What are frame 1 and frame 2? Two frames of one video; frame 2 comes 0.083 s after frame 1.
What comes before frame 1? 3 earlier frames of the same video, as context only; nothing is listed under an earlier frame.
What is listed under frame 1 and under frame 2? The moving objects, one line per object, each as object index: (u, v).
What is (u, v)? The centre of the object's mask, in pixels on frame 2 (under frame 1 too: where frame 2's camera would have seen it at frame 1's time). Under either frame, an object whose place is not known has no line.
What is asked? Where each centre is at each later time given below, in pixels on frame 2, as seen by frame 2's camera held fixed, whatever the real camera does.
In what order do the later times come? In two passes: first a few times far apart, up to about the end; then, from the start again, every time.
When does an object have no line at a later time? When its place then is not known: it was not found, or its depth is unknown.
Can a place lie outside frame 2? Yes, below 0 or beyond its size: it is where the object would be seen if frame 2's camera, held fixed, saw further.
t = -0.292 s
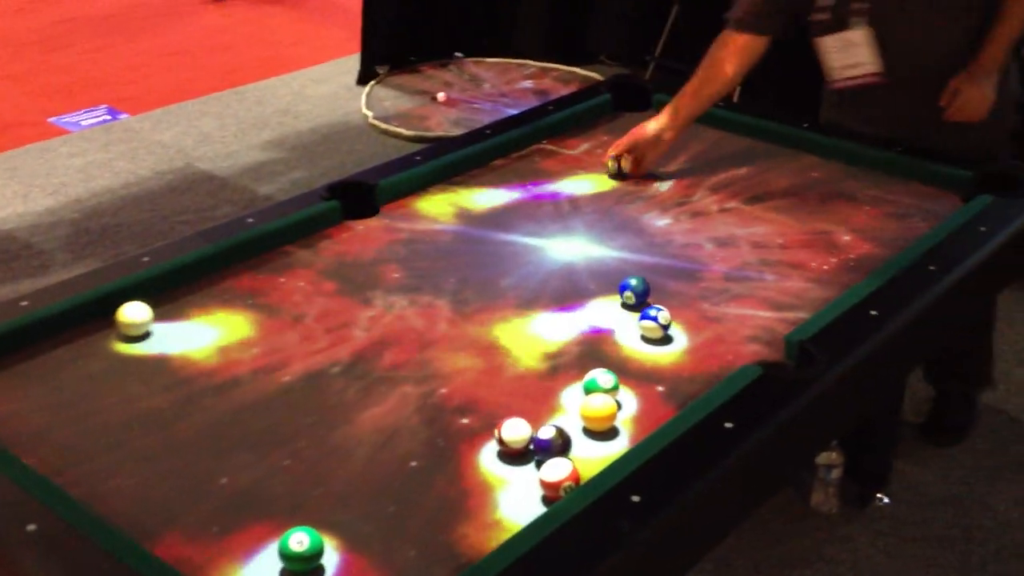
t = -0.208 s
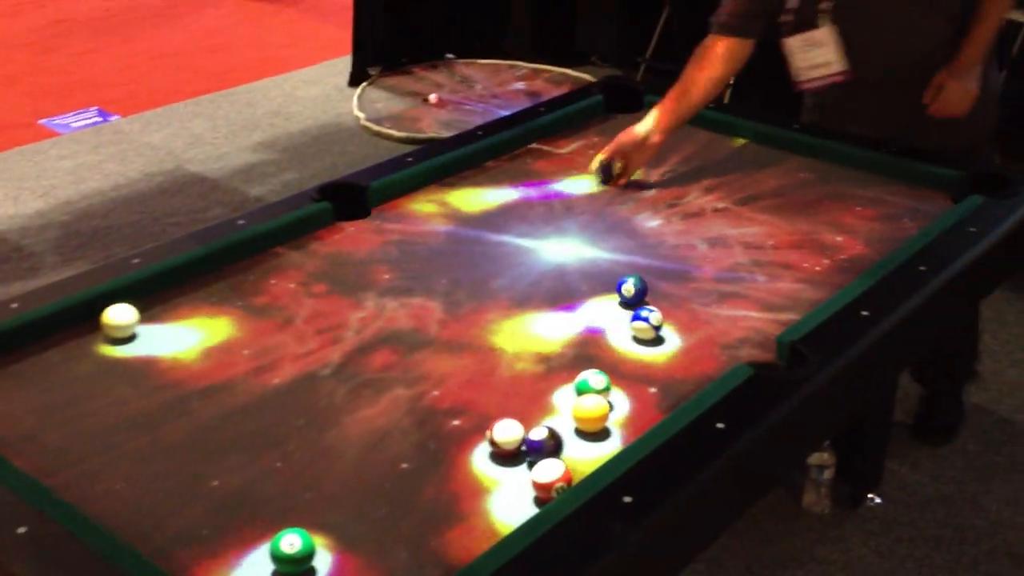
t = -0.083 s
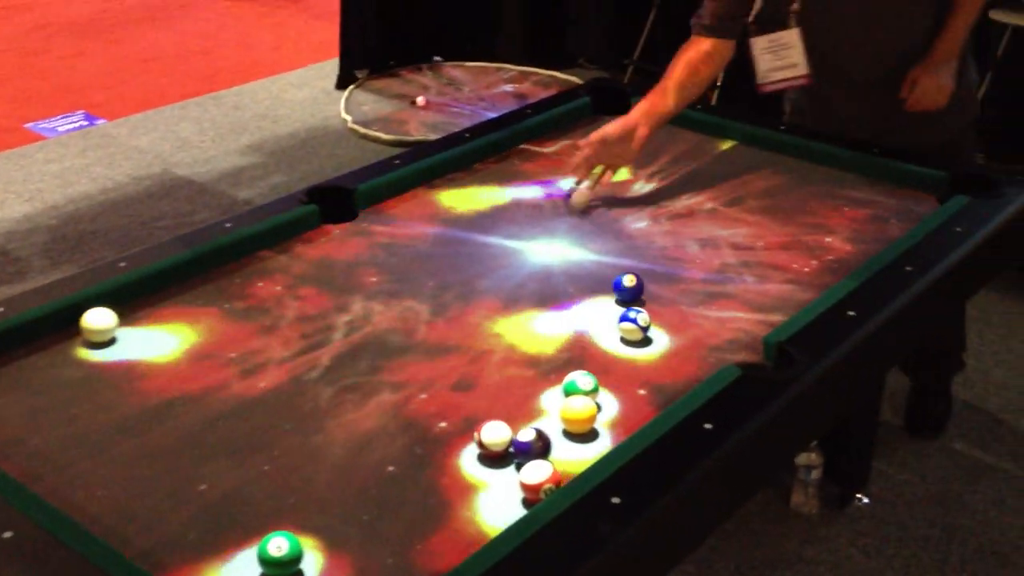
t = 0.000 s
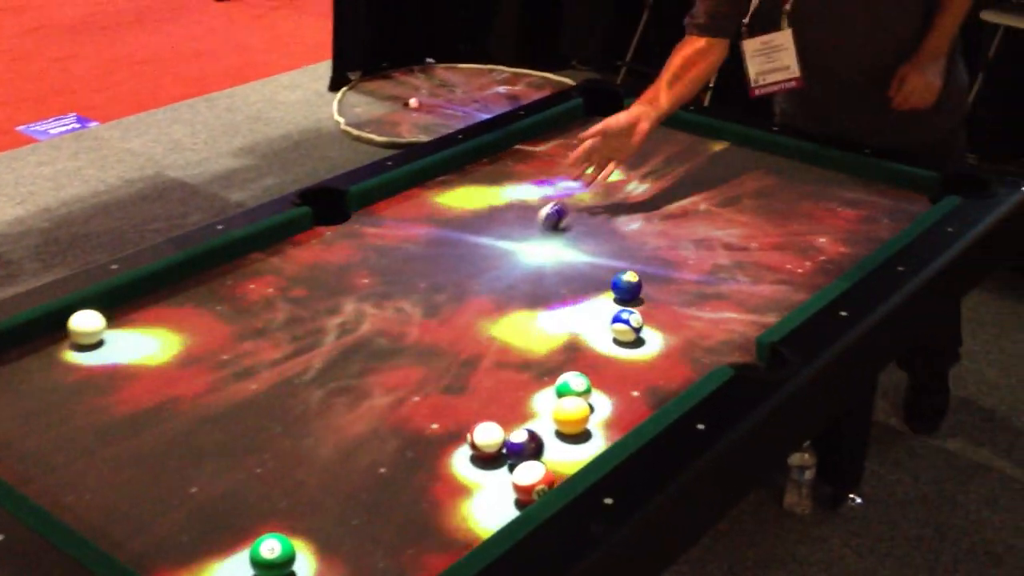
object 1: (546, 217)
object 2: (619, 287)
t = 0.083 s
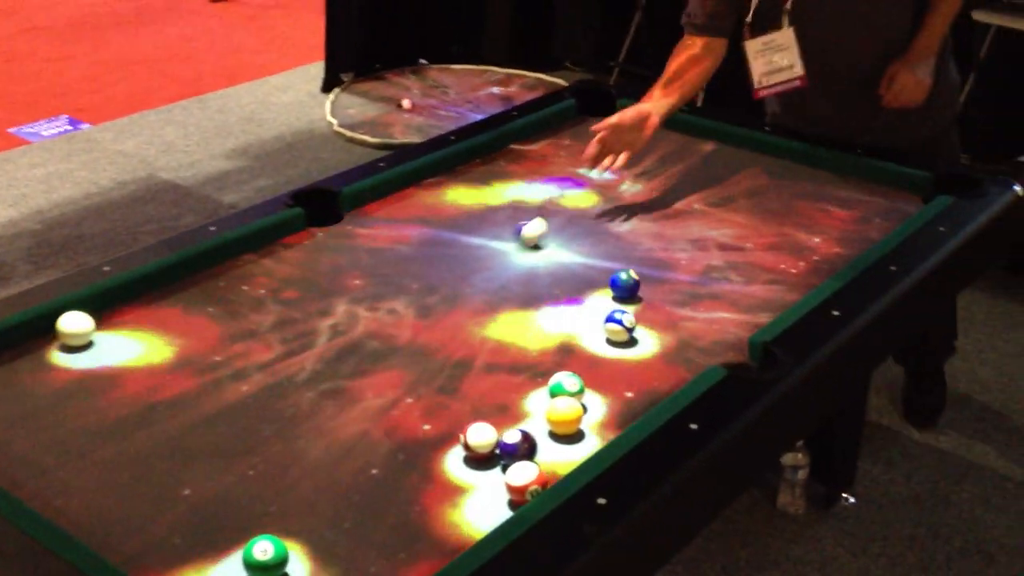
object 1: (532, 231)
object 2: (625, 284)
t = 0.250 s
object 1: (493, 268)
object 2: (634, 281)
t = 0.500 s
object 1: (427, 329)
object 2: (647, 274)
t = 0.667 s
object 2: (656, 269)
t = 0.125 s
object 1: (521, 242)
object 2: (628, 284)
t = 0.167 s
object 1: (511, 250)
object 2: (629, 283)
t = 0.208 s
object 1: (503, 262)
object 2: (632, 281)
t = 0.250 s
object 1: (493, 268)
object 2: (634, 281)
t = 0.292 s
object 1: (482, 280)
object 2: (636, 280)
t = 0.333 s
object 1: (471, 289)
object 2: (638, 278)
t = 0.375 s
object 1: (462, 300)
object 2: (640, 278)
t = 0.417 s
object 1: (451, 308)
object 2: (642, 277)
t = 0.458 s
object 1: (440, 320)
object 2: (644, 275)
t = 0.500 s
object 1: (427, 329)
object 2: (647, 274)
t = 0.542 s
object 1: (415, 343)
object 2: (649, 273)
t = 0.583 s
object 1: (404, 354)
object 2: (651, 271)
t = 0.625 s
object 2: (654, 270)
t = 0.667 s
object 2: (656, 269)
